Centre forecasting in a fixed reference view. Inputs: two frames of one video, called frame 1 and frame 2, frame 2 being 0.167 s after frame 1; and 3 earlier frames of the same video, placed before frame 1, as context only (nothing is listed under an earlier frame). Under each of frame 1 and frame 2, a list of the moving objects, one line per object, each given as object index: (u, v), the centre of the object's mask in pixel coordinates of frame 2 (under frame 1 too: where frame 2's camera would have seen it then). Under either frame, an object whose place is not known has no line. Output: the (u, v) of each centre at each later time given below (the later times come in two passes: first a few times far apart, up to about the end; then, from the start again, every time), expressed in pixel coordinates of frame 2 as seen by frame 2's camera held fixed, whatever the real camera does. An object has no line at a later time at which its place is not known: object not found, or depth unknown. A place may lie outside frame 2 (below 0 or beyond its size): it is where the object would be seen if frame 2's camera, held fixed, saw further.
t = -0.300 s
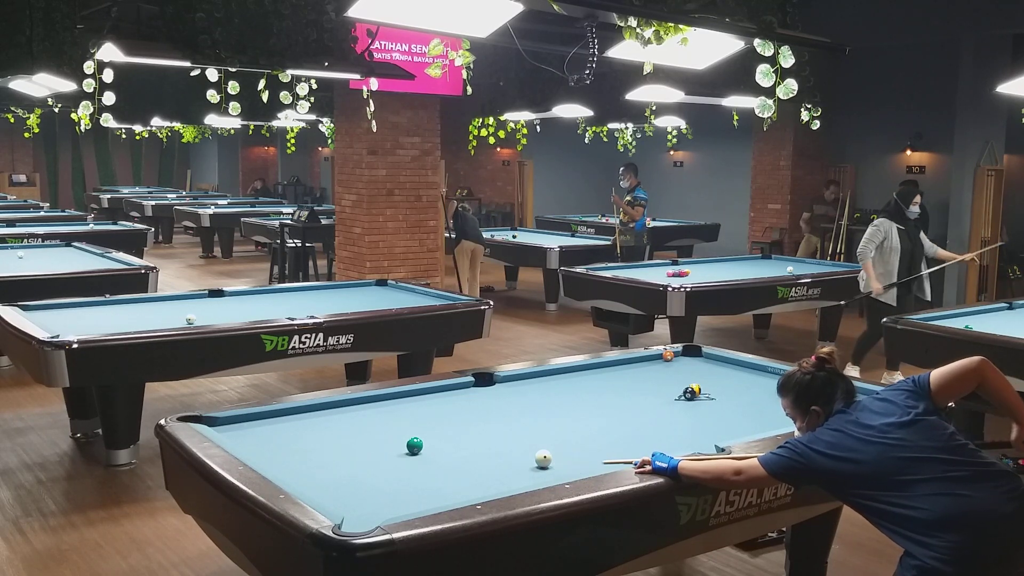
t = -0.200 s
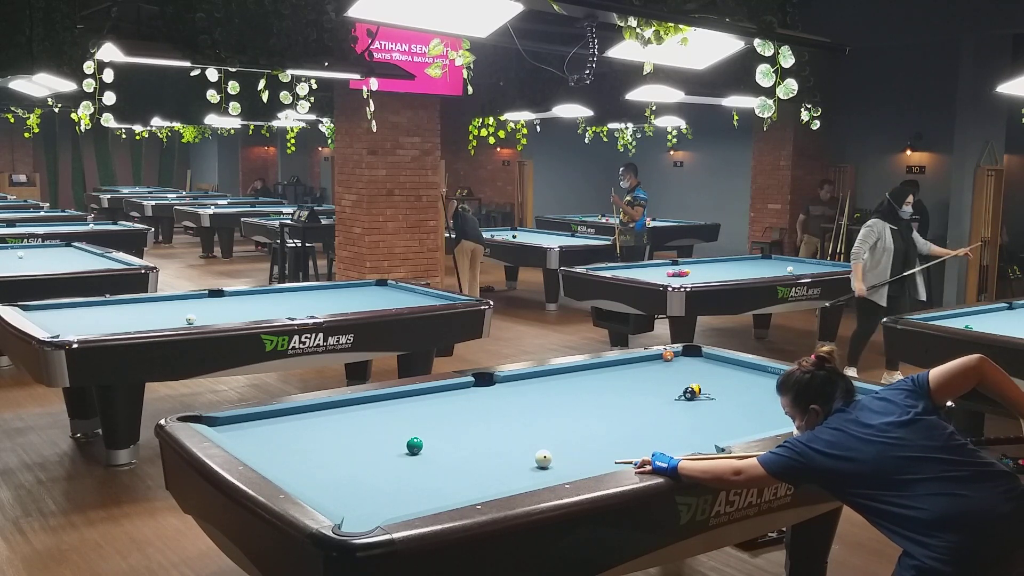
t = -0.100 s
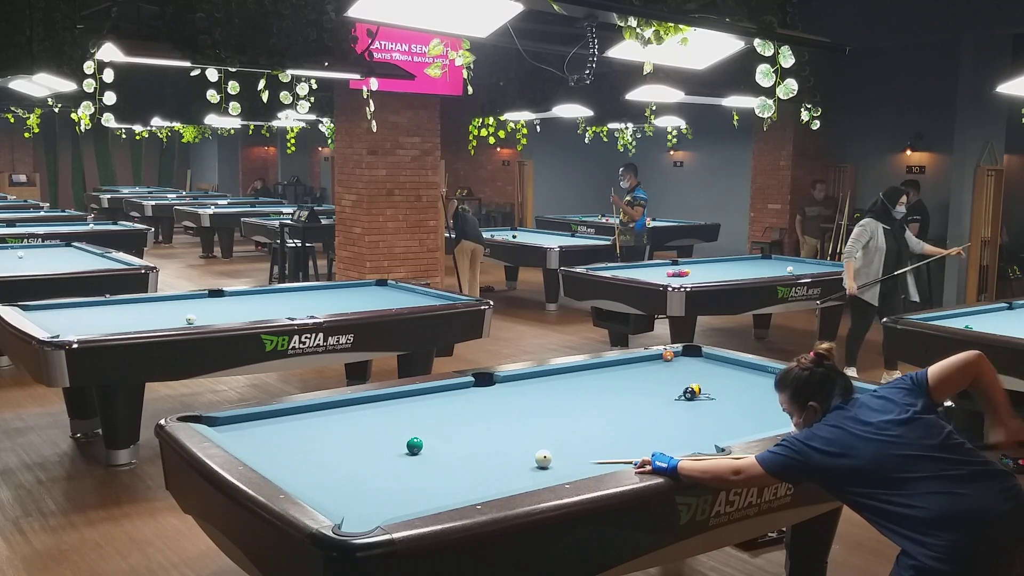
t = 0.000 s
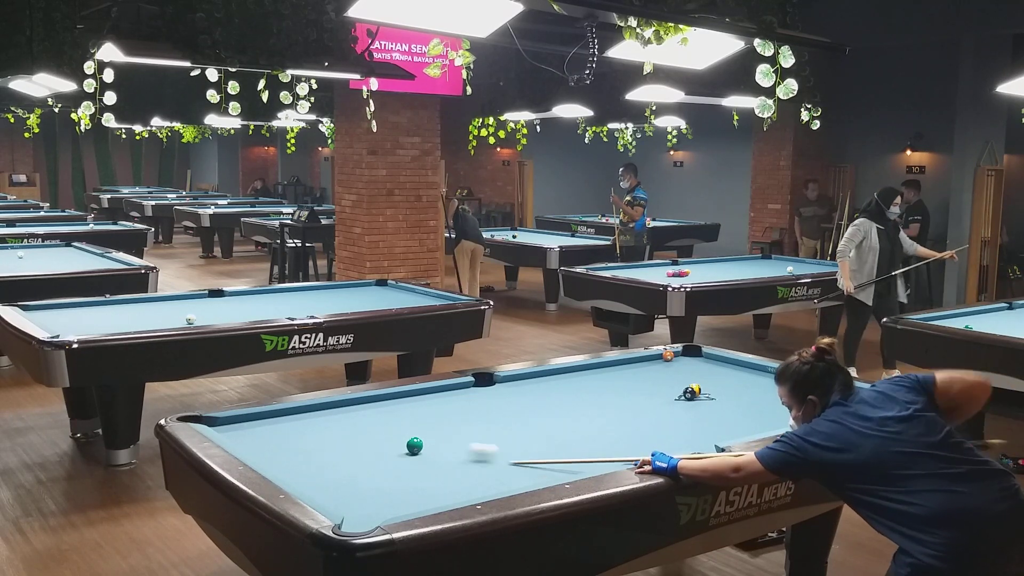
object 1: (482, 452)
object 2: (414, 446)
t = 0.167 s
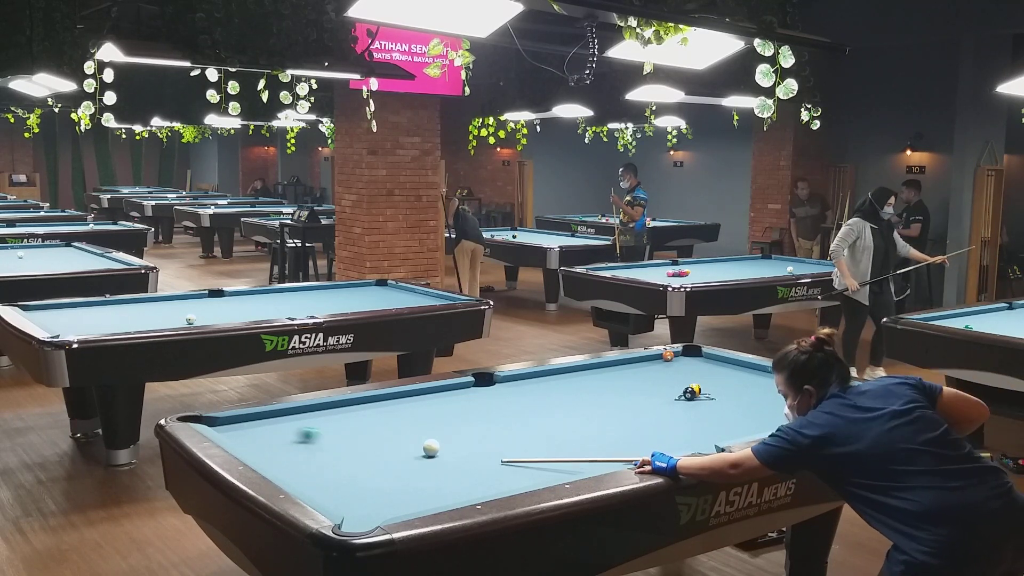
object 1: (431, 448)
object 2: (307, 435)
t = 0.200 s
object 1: (434, 448)
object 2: (280, 431)
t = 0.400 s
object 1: (461, 452)
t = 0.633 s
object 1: (495, 456)
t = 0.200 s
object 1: (434, 448)
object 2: (280, 431)
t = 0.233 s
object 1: (437, 449)
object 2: (253, 427)
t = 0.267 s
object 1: (441, 449)
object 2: (228, 424)
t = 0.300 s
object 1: (446, 450)
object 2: (206, 420)
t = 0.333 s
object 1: (451, 450)
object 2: (186, 419)
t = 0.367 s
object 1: (456, 451)
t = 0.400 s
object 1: (461, 452)
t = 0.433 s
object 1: (466, 452)
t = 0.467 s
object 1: (471, 453)
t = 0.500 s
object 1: (476, 454)
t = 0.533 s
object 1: (481, 454)
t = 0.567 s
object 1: (485, 455)
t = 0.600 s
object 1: (490, 456)
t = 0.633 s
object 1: (495, 456)
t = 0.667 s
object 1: (500, 457)
